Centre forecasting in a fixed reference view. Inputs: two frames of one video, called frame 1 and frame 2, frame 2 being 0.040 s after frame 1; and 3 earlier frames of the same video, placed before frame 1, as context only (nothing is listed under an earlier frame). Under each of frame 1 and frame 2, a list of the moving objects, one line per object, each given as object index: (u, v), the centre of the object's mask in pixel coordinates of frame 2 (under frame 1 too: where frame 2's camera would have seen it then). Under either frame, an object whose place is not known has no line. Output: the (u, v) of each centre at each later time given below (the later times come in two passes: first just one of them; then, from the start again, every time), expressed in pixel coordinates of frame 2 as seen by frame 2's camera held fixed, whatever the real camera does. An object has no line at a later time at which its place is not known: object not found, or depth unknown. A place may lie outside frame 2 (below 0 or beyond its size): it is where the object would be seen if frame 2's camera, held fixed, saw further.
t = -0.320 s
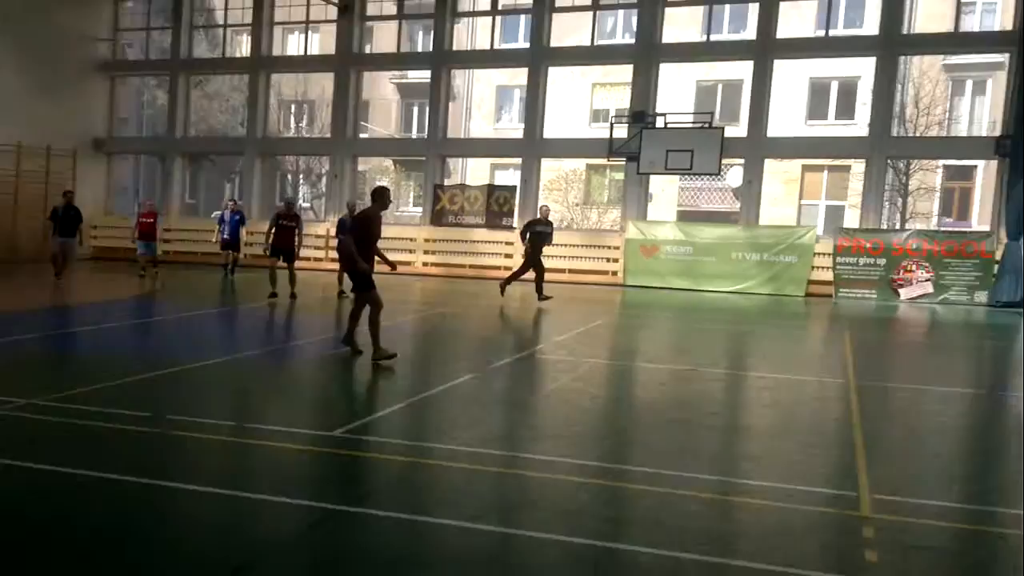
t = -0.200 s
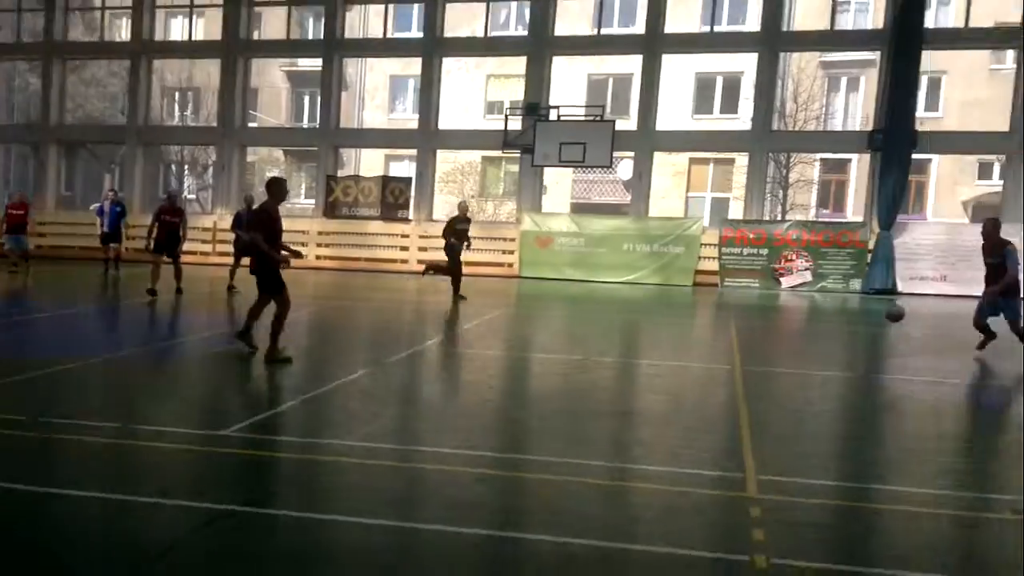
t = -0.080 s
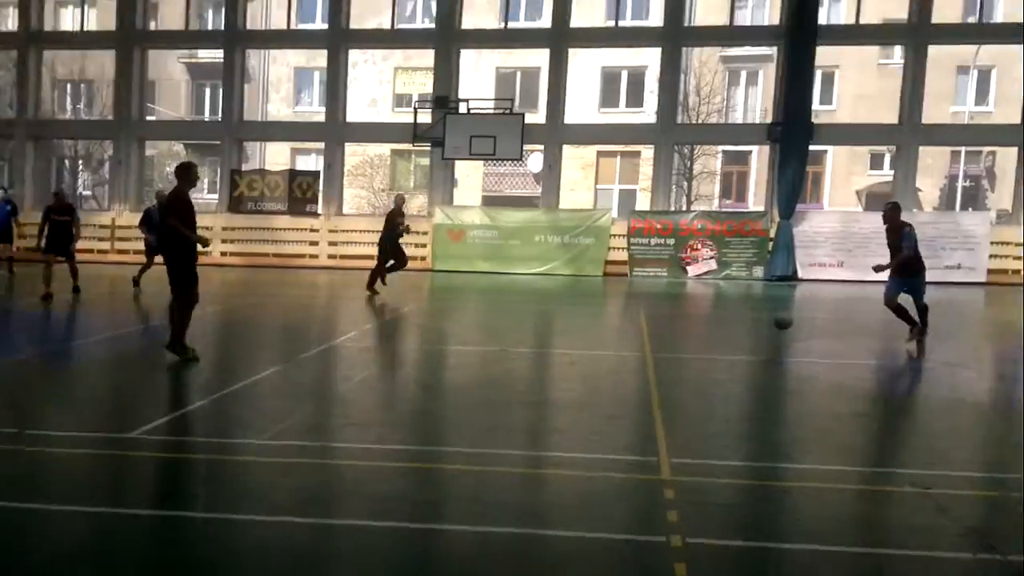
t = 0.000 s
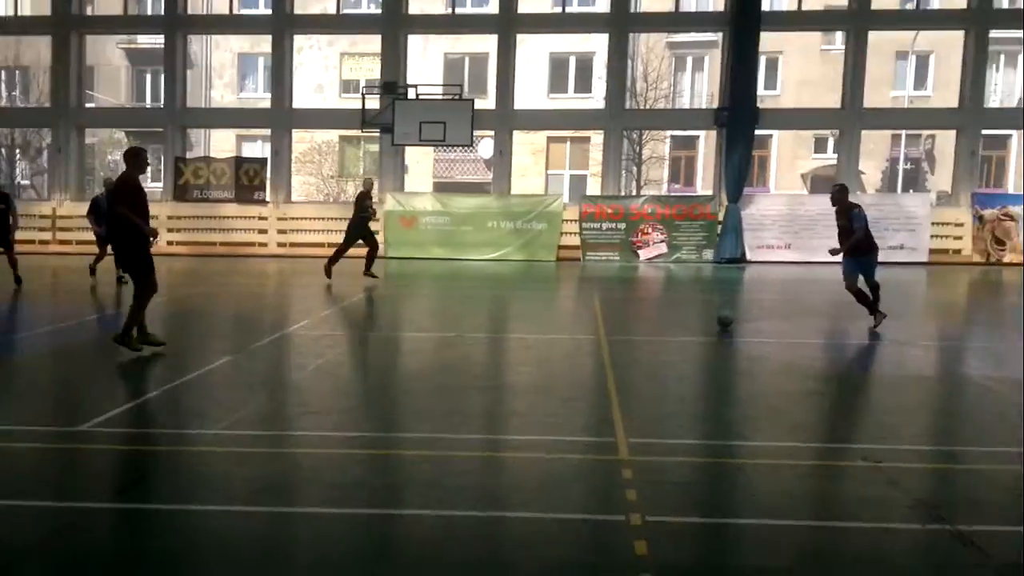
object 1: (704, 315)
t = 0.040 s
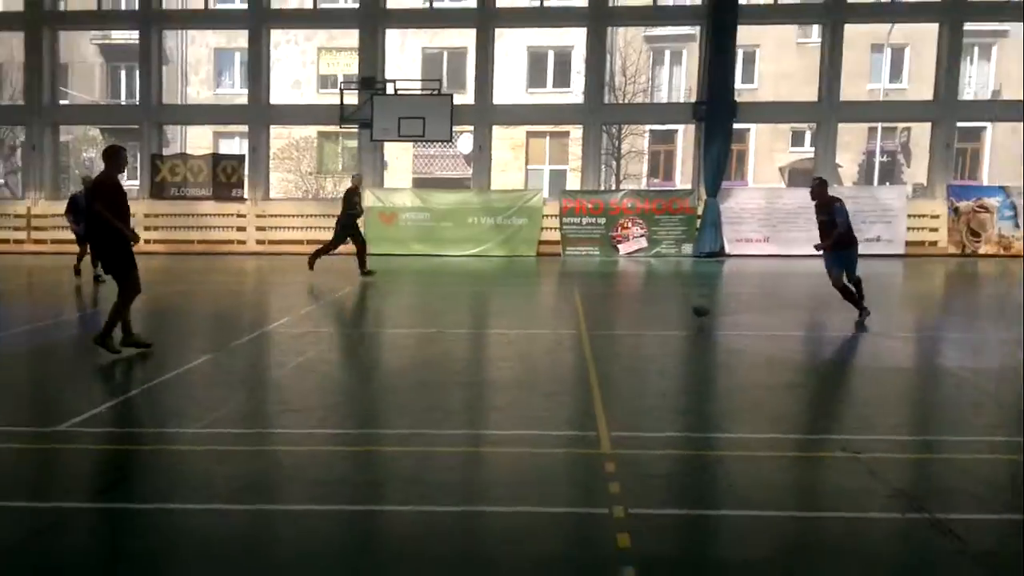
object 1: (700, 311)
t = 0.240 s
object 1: (680, 306)
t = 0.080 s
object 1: (696, 308)
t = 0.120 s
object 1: (693, 305)
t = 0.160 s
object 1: (687, 302)
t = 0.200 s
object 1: (684, 302)
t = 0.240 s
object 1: (680, 306)
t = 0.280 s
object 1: (674, 308)
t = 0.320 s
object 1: (669, 314)
